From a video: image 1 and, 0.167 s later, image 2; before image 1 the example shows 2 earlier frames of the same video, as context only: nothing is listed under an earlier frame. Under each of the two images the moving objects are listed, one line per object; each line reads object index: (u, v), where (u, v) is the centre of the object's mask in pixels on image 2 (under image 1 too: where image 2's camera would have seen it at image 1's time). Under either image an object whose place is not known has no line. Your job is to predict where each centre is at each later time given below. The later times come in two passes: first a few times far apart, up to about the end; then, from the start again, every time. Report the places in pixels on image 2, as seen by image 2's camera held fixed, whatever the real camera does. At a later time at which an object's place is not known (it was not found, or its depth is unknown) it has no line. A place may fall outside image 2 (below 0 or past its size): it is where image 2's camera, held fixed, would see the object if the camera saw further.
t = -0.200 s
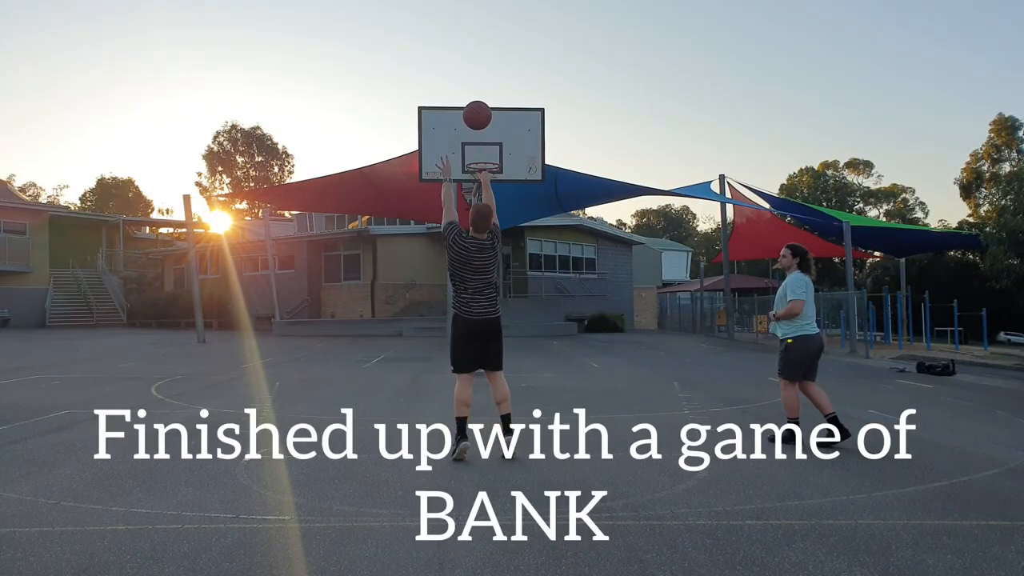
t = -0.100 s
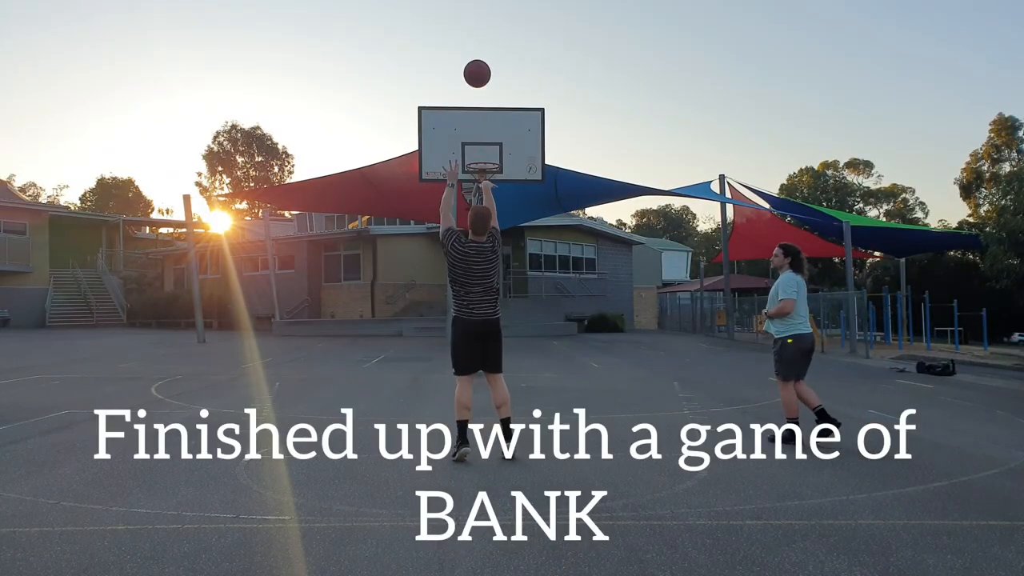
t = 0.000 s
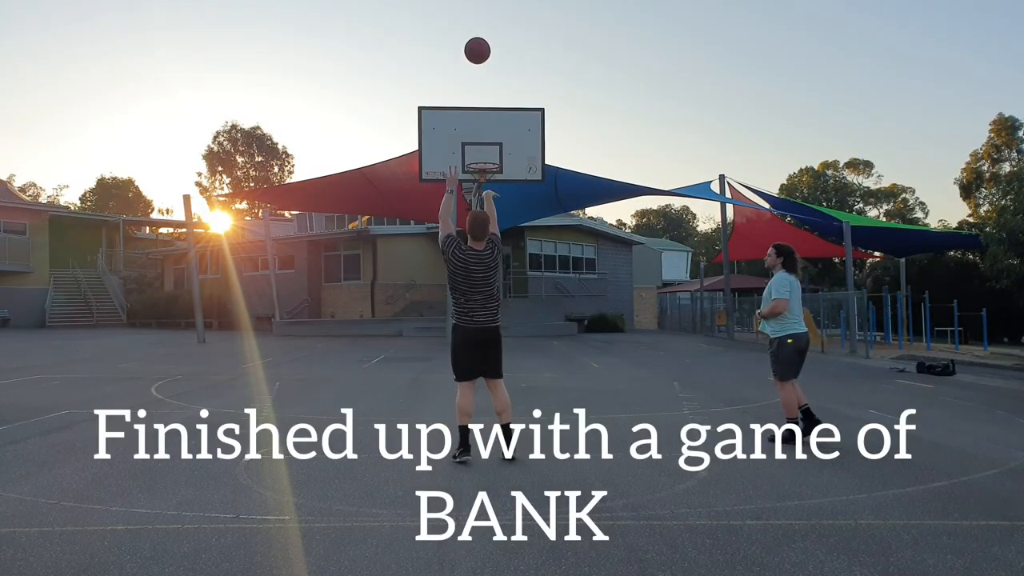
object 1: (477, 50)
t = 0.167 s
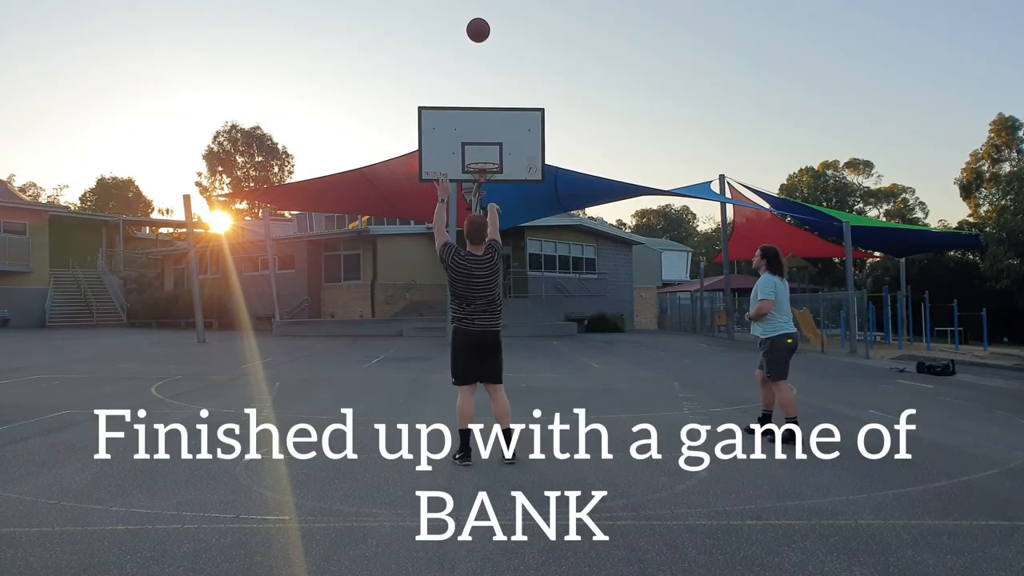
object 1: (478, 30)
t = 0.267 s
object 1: (479, 31)
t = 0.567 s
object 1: (483, 81)
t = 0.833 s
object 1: (487, 169)
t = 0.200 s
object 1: (478, 29)
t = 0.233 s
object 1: (479, 30)
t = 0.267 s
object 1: (479, 31)
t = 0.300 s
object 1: (480, 33)
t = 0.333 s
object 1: (480, 37)
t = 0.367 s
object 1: (480, 41)
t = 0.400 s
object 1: (481, 46)
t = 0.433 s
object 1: (481, 51)
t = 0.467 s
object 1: (482, 58)
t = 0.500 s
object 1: (482, 65)
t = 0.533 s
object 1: (483, 73)
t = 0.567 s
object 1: (483, 81)
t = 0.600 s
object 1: (483, 90)
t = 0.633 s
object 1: (484, 100)
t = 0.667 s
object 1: (485, 110)
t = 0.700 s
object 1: (485, 121)
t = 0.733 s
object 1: (486, 132)
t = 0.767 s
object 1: (486, 144)
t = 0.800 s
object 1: (487, 156)
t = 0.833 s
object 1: (487, 169)
